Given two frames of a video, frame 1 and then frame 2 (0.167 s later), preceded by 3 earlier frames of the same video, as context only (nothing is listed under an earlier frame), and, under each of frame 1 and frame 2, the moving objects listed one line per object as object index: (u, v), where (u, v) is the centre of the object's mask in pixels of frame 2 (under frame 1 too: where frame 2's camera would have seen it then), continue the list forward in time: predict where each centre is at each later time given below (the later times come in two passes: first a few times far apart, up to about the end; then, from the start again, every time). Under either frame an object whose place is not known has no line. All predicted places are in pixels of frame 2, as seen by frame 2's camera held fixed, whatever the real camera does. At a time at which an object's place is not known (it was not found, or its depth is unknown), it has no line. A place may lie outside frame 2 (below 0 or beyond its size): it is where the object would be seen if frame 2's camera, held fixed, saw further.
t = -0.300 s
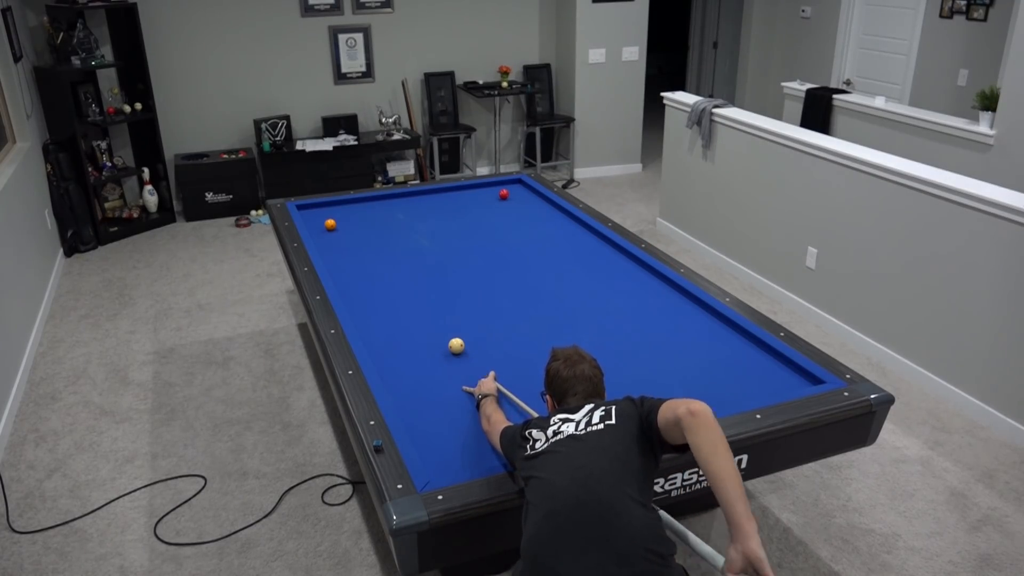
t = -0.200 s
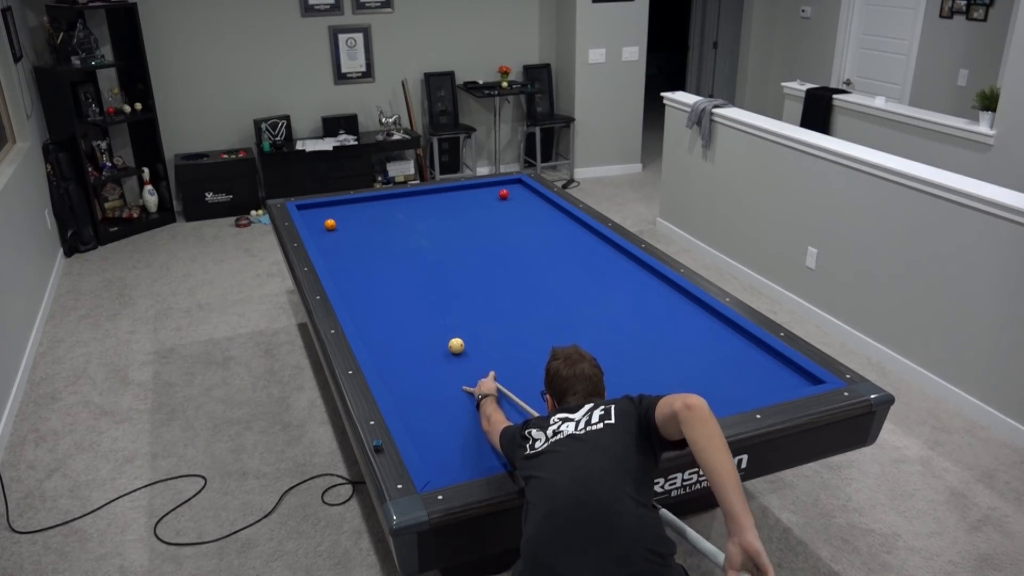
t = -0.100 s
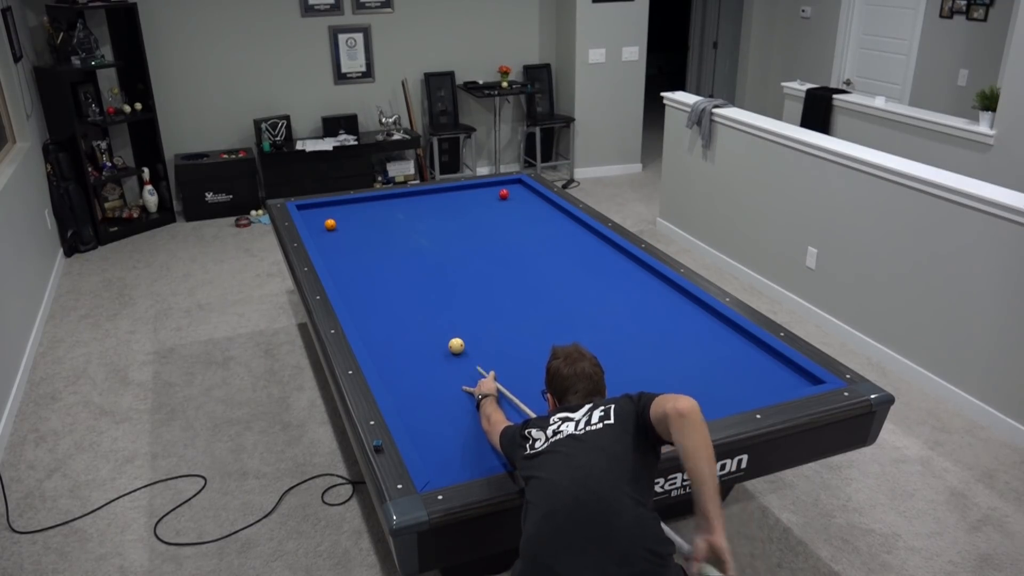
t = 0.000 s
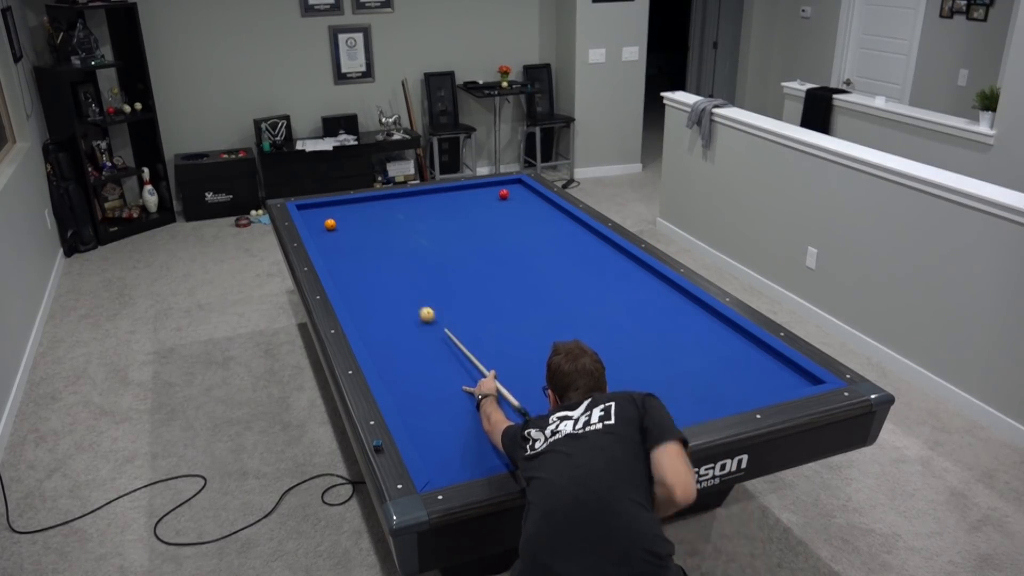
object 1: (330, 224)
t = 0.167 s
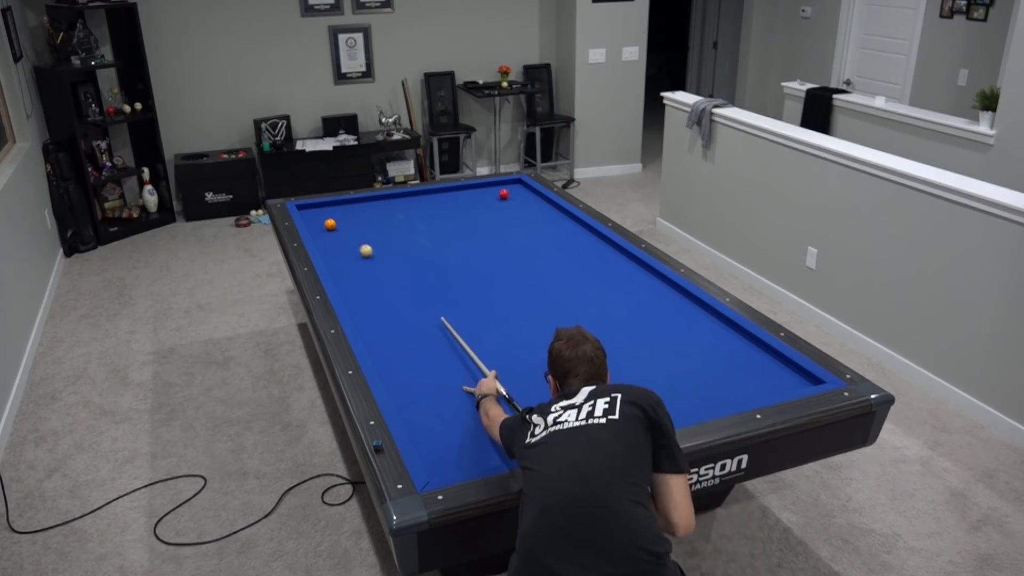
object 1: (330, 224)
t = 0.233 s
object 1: (330, 224)
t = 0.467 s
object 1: (347, 211)
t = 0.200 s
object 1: (330, 224)
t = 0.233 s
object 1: (330, 224)
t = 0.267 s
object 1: (328, 224)
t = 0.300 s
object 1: (314, 223)
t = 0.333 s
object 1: (313, 221)
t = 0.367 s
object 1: (322, 219)
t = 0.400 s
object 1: (331, 216)
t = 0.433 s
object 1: (339, 214)
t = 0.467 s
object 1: (347, 211)
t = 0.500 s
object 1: (354, 209)
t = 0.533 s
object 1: (361, 207)
